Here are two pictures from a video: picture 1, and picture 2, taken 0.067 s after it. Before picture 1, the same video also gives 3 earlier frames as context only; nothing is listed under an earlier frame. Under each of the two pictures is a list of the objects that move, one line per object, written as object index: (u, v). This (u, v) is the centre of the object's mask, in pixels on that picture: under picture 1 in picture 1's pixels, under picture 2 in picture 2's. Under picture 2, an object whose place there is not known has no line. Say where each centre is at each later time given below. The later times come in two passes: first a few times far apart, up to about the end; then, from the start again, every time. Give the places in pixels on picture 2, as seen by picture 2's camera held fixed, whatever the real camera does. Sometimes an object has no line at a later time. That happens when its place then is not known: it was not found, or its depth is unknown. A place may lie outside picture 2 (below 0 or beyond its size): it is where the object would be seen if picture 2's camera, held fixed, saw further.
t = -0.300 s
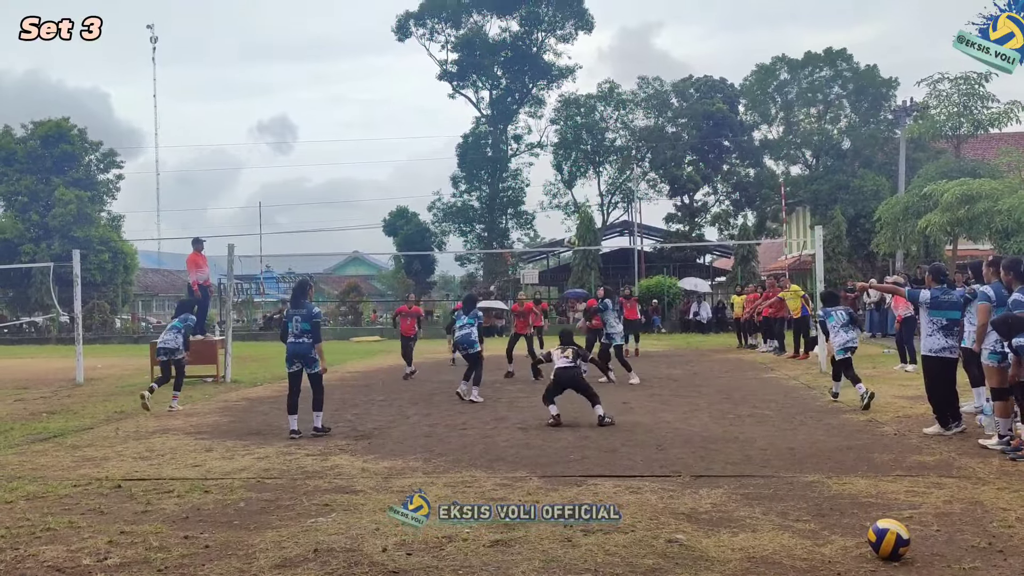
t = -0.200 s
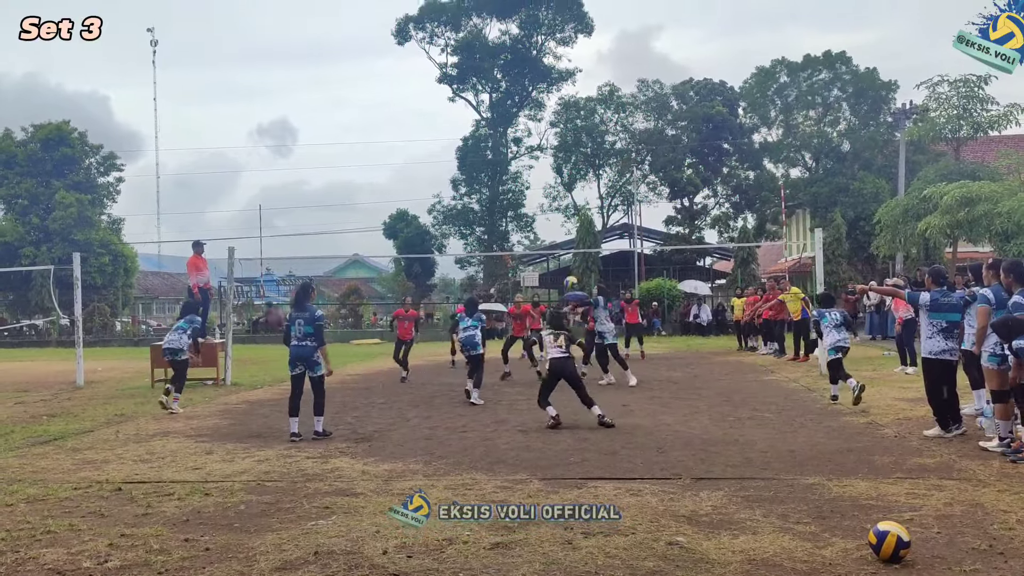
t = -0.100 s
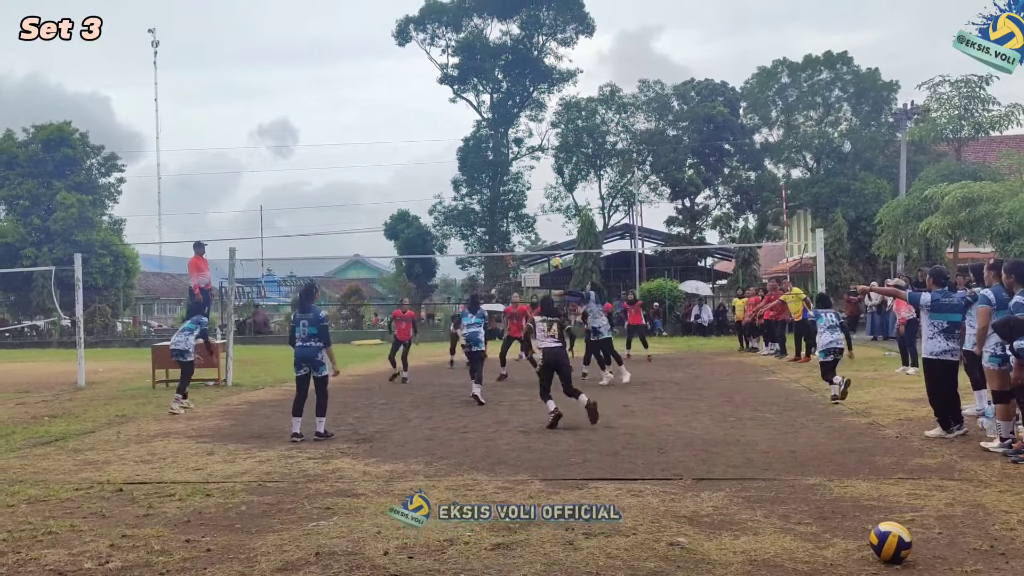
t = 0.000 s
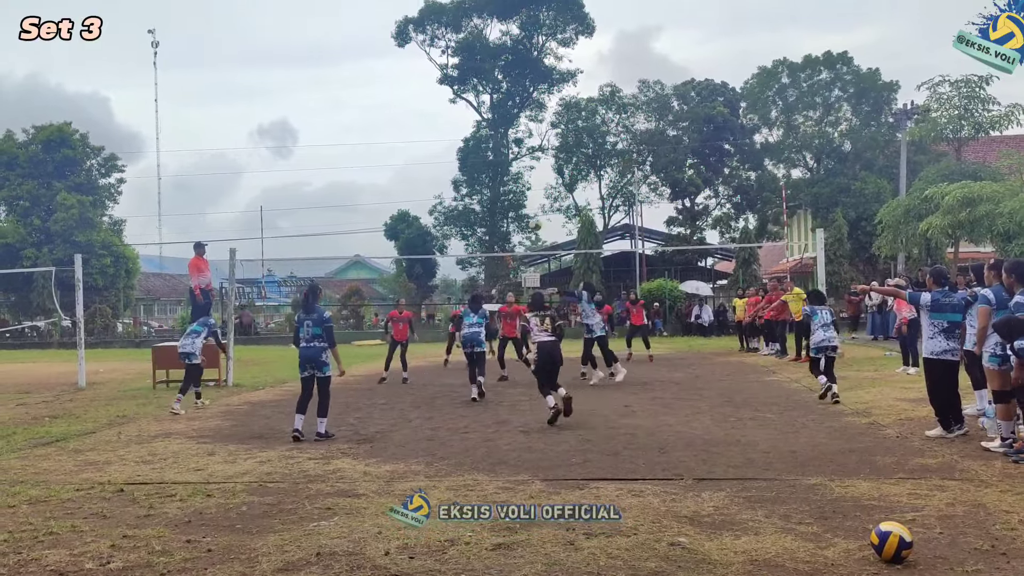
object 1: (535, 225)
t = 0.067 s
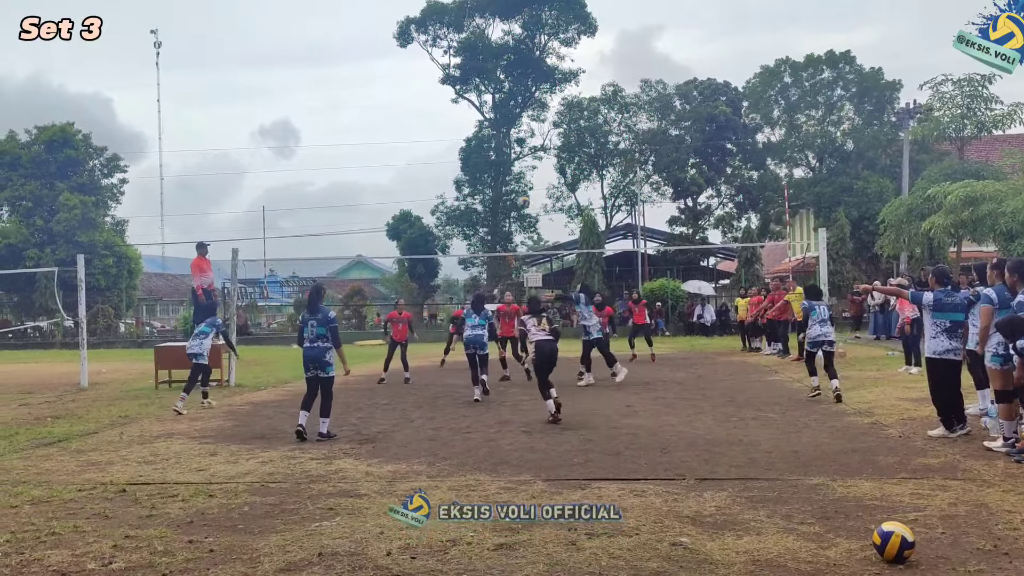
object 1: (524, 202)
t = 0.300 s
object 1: (476, 147)
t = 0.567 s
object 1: (426, 125)
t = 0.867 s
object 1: (374, 151)
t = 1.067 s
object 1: (342, 196)
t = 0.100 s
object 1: (516, 192)
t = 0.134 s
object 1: (510, 183)
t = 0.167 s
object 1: (503, 175)
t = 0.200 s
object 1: (496, 167)
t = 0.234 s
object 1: (489, 159)
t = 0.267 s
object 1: (483, 154)
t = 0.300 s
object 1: (476, 147)
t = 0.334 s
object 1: (470, 142)
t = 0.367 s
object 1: (463, 138)
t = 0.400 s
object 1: (457, 134)
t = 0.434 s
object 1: (451, 131)
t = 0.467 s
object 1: (445, 129)
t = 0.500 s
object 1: (439, 127)
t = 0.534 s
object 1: (432, 126)
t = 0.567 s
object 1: (426, 125)
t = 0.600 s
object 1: (420, 126)
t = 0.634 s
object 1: (414, 127)
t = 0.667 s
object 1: (409, 129)
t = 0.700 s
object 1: (403, 131)
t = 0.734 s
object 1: (397, 133)
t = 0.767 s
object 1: (391, 137)
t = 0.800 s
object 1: (385, 141)
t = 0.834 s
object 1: (380, 146)
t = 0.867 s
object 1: (374, 151)
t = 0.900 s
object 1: (369, 157)
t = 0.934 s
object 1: (363, 163)
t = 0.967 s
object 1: (358, 171)
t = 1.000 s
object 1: (353, 179)
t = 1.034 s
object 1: (347, 187)
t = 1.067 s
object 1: (342, 196)
